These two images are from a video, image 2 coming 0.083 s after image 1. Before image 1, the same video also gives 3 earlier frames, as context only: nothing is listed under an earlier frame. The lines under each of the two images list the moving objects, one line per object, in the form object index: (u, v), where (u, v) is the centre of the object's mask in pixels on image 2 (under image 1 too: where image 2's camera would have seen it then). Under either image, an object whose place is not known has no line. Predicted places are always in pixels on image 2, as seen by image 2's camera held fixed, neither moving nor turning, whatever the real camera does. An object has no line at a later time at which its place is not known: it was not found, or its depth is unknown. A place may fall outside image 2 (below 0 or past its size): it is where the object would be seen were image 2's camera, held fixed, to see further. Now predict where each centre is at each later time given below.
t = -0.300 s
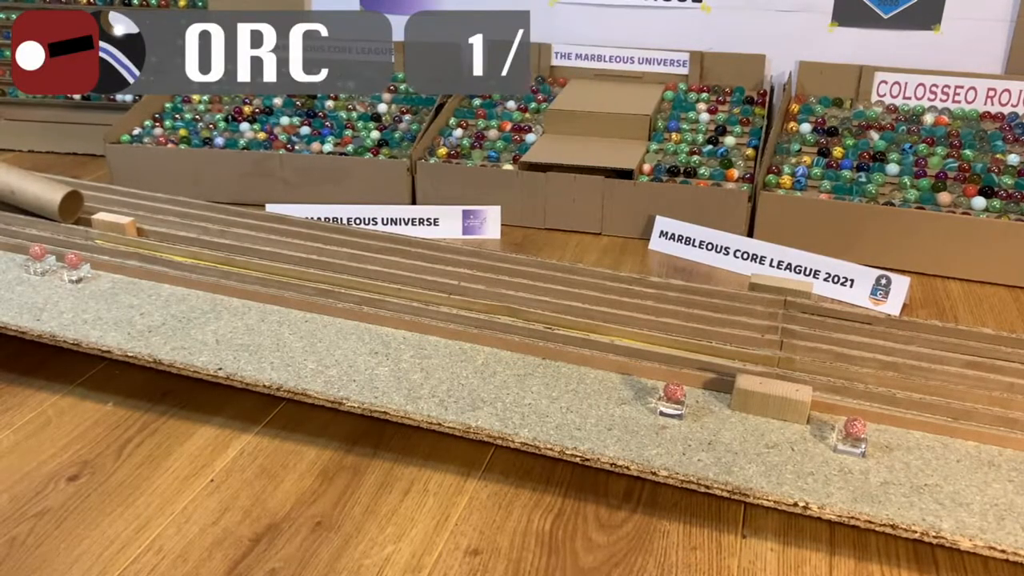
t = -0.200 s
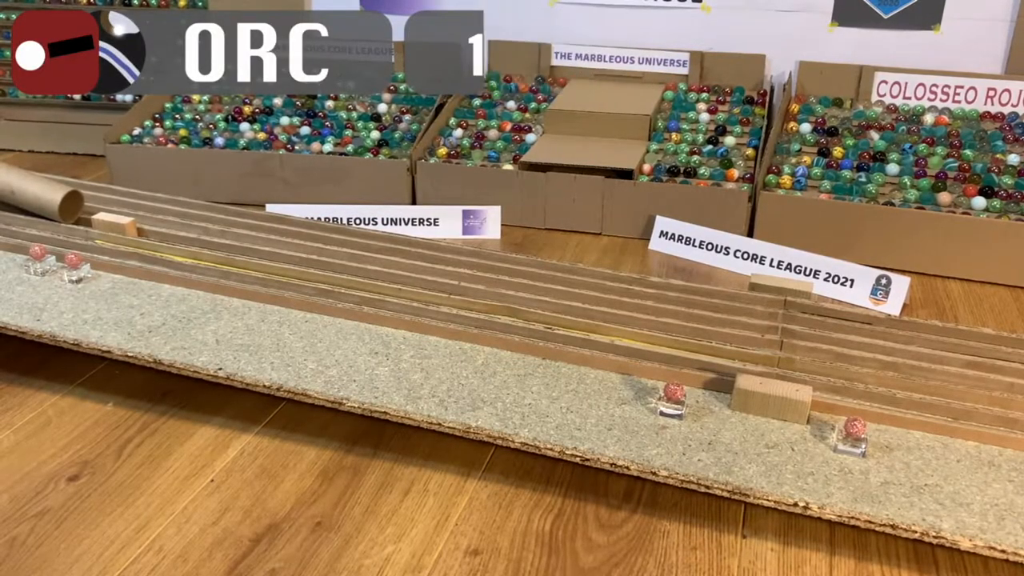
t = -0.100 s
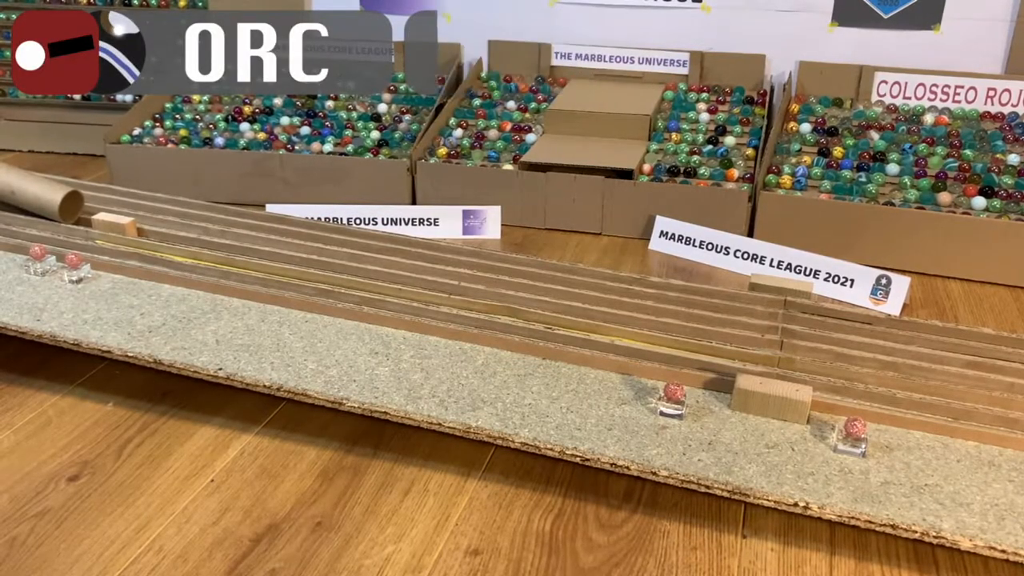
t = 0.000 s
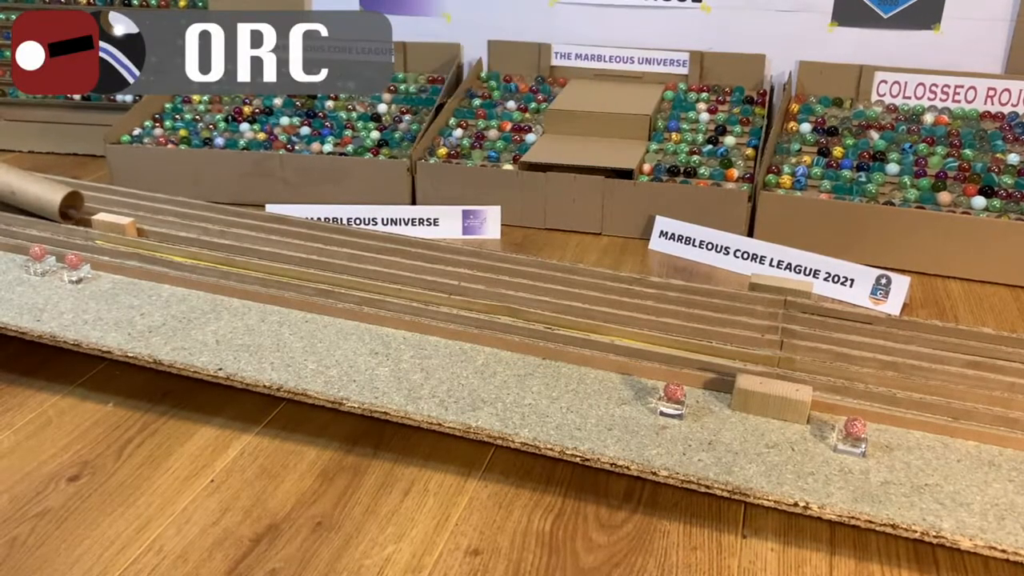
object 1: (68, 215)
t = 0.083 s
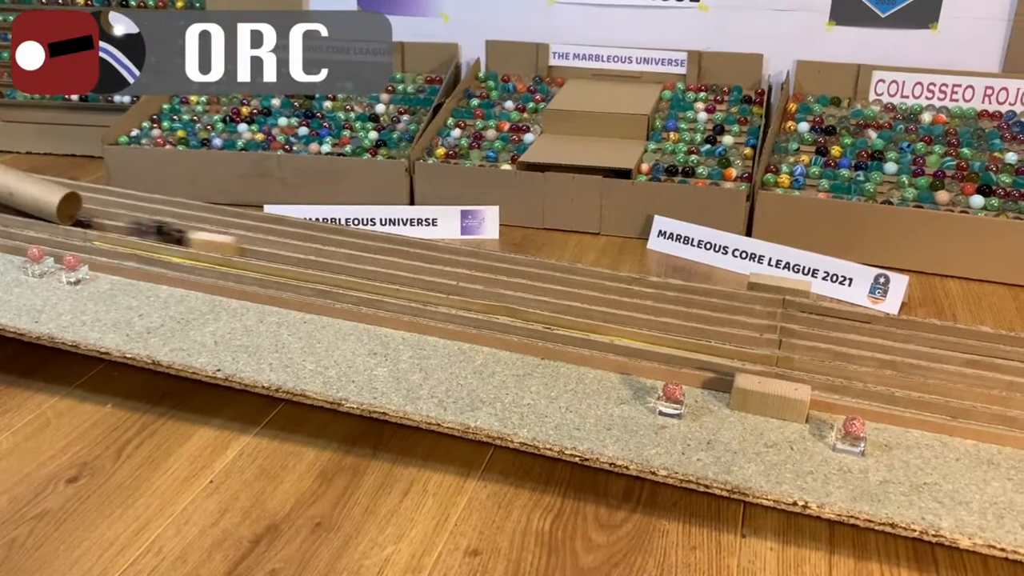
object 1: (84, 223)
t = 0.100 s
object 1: (98, 226)
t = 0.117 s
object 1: (105, 227)
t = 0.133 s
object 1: (113, 229)
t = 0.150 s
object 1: (126, 232)
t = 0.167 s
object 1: (138, 233)
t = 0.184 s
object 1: (147, 235)
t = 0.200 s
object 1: (154, 237)
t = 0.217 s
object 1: (163, 238)
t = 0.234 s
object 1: (178, 240)
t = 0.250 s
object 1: (187, 242)
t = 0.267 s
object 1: (196, 244)
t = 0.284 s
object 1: (206, 246)
